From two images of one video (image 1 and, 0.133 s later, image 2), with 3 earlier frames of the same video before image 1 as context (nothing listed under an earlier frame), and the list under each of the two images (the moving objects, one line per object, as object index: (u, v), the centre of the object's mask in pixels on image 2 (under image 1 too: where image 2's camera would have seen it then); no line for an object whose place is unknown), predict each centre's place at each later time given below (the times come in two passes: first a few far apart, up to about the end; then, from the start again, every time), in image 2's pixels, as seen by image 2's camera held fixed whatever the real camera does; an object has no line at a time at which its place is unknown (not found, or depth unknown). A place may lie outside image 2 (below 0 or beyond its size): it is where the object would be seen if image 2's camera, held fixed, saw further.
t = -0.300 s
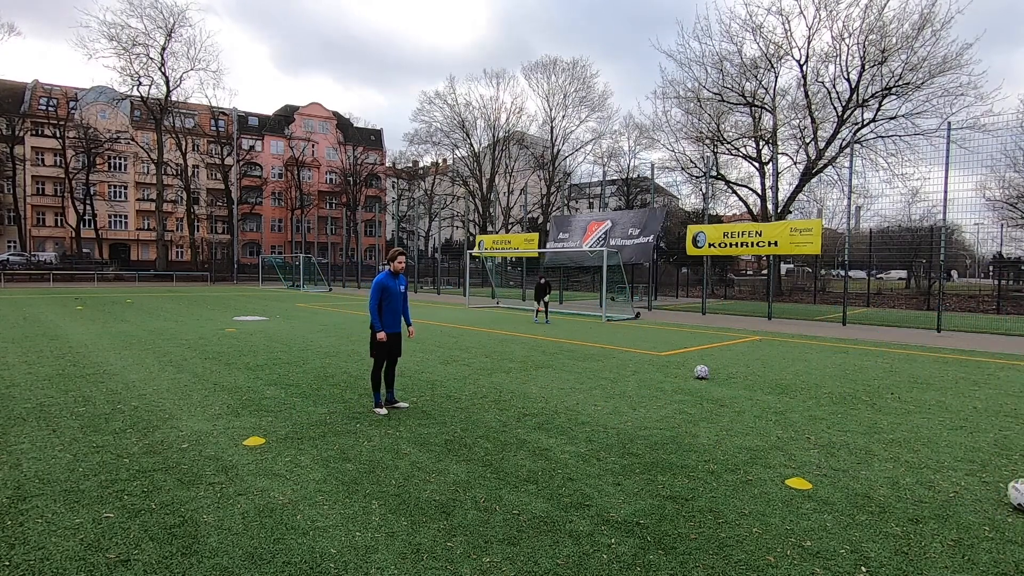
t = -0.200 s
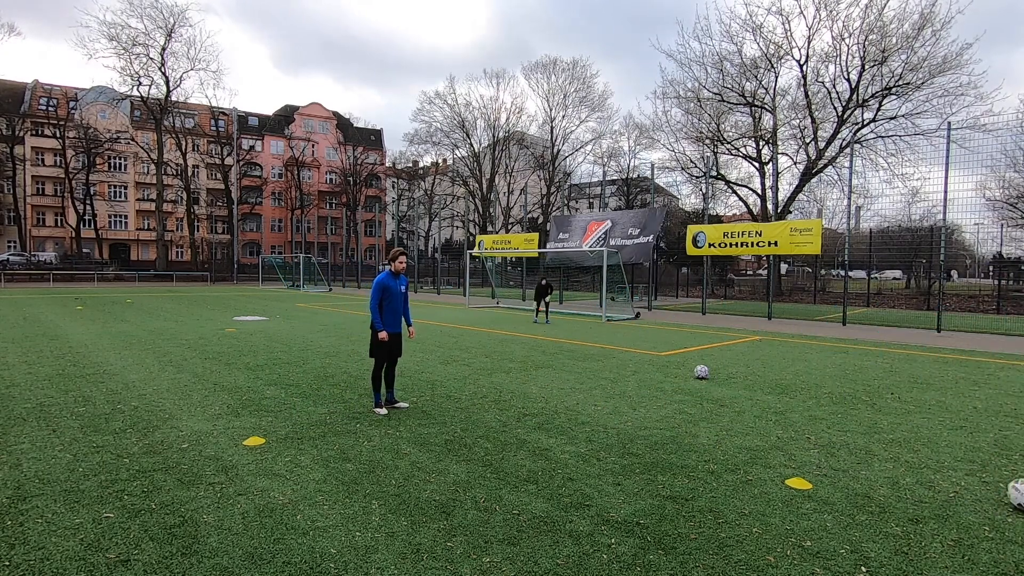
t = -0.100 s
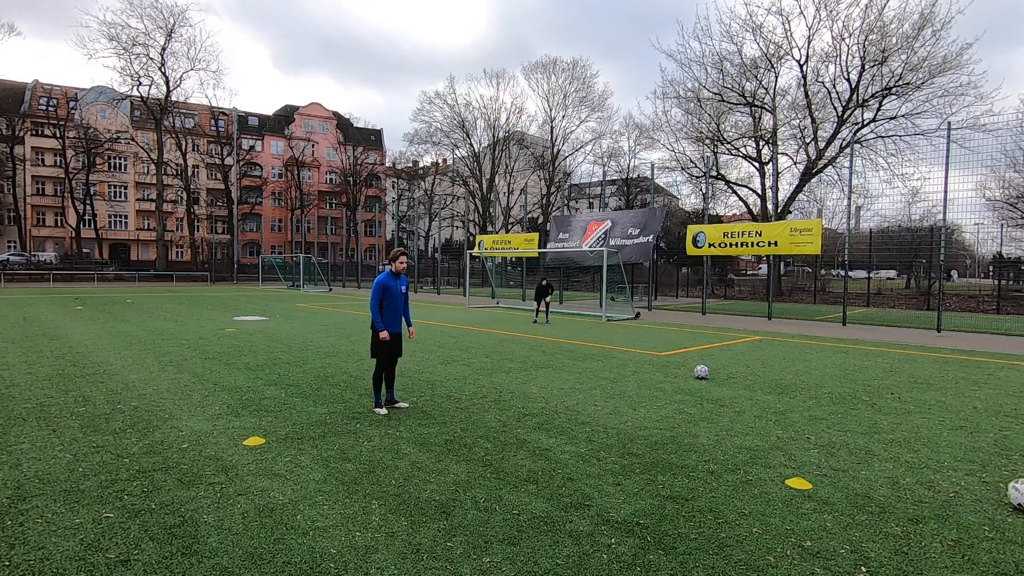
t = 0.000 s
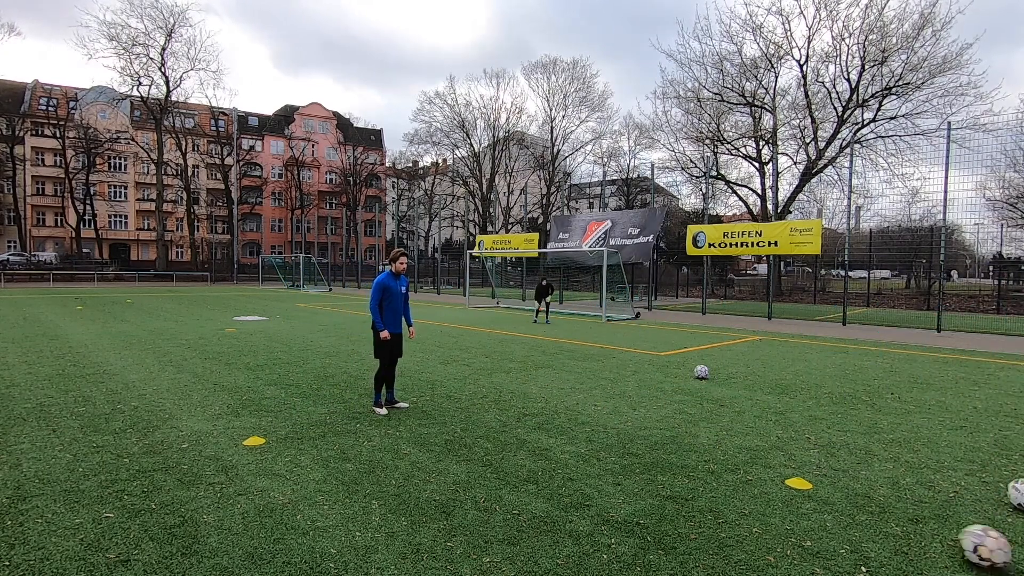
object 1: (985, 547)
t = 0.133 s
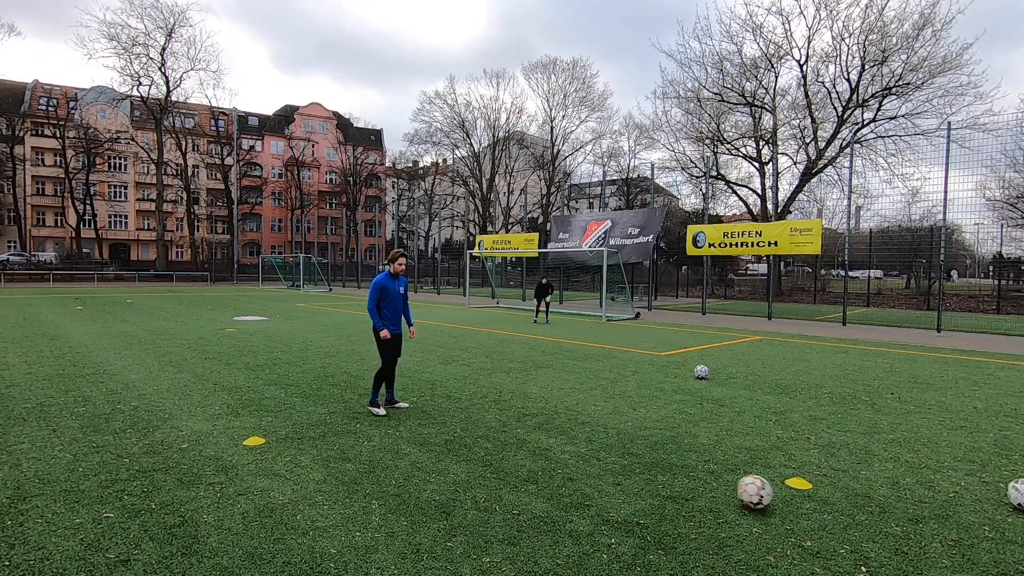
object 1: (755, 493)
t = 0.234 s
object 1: (641, 464)
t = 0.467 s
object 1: (473, 426)
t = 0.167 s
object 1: (712, 483)
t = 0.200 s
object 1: (675, 473)
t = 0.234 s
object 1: (641, 464)
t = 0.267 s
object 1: (610, 458)
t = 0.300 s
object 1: (581, 451)
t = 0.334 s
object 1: (557, 446)
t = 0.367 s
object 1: (533, 440)
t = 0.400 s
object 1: (512, 435)
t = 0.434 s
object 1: (492, 431)
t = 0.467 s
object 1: (473, 426)
